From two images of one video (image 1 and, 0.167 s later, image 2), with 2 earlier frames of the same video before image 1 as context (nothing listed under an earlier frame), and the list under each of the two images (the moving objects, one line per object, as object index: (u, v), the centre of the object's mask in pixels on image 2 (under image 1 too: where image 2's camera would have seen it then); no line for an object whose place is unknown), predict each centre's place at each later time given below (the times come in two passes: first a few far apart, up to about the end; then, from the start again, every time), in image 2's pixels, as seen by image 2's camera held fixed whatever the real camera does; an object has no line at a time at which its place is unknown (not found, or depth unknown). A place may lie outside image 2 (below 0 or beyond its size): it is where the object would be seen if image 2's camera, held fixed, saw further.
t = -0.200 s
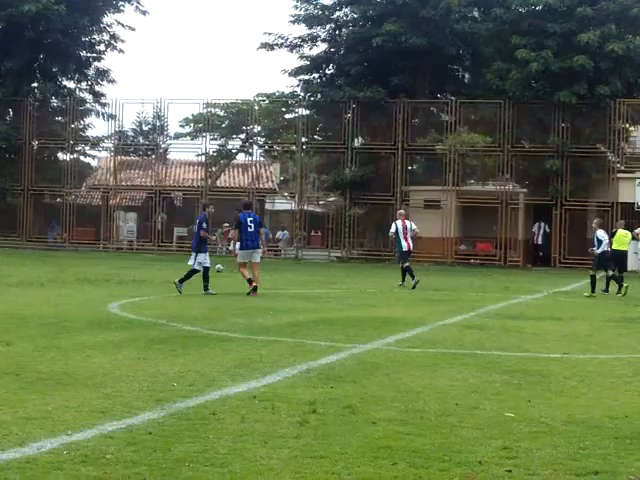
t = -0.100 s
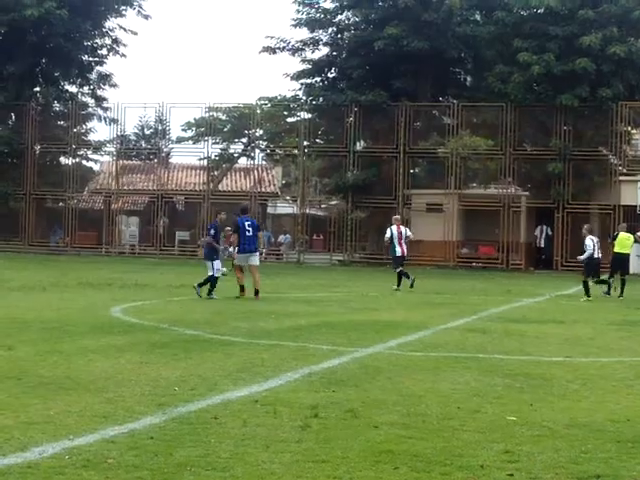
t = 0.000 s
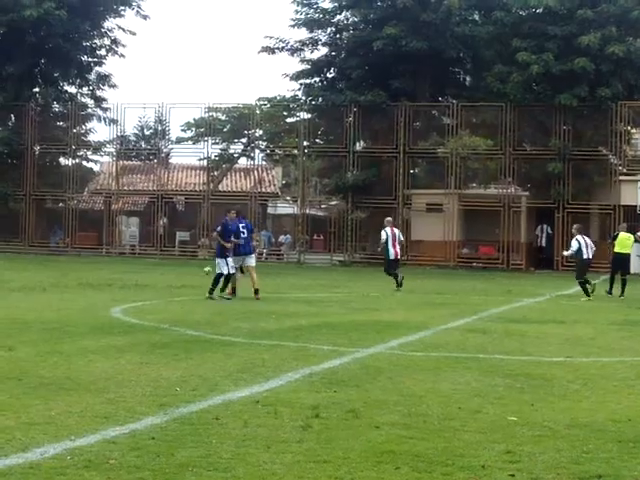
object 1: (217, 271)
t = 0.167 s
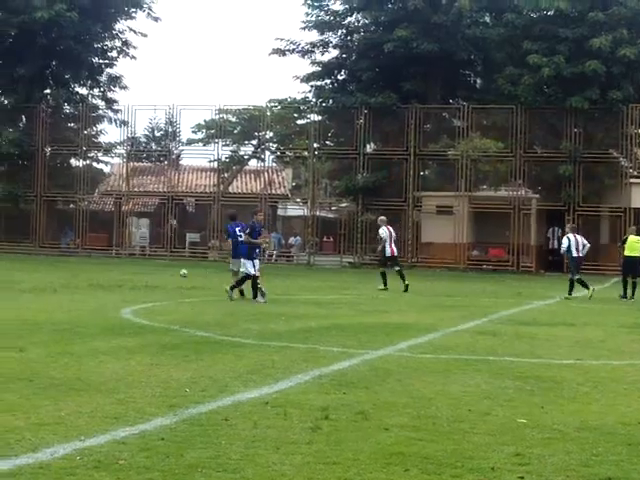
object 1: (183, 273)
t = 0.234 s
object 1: (172, 271)
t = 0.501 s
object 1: (126, 272)
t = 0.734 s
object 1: (87, 270)
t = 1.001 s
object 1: (45, 270)
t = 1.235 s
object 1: (7, 269)
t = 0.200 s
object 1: (178, 272)
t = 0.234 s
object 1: (172, 271)
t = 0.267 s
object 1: (166, 271)
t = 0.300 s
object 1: (160, 272)
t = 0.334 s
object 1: (154, 272)
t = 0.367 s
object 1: (148, 272)
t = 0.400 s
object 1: (142, 271)
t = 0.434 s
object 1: (139, 269)
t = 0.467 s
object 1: (132, 269)
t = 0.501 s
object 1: (126, 272)
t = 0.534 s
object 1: (121, 271)
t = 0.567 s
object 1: (115, 270)
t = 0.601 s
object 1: (109, 270)
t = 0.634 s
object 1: (104, 270)
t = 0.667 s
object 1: (98, 271)
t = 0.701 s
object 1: (92, 271)
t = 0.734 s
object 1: (87, 270)
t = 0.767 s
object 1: (82, 270)
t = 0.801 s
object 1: (77, 271)
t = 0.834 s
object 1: (71, 271)
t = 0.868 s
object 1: (66, 270)
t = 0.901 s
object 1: (61, 270)
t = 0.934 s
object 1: (56, 270)
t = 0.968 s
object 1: (52, 270)
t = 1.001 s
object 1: (45, 270)
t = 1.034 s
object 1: (40, 270)
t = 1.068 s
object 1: (35, 270)
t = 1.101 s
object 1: (29, 269)
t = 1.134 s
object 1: (24, 270)
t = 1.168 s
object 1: (18, 269)
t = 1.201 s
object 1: (12, 269)
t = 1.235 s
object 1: (7, 269)
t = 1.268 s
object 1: (2, 269)
